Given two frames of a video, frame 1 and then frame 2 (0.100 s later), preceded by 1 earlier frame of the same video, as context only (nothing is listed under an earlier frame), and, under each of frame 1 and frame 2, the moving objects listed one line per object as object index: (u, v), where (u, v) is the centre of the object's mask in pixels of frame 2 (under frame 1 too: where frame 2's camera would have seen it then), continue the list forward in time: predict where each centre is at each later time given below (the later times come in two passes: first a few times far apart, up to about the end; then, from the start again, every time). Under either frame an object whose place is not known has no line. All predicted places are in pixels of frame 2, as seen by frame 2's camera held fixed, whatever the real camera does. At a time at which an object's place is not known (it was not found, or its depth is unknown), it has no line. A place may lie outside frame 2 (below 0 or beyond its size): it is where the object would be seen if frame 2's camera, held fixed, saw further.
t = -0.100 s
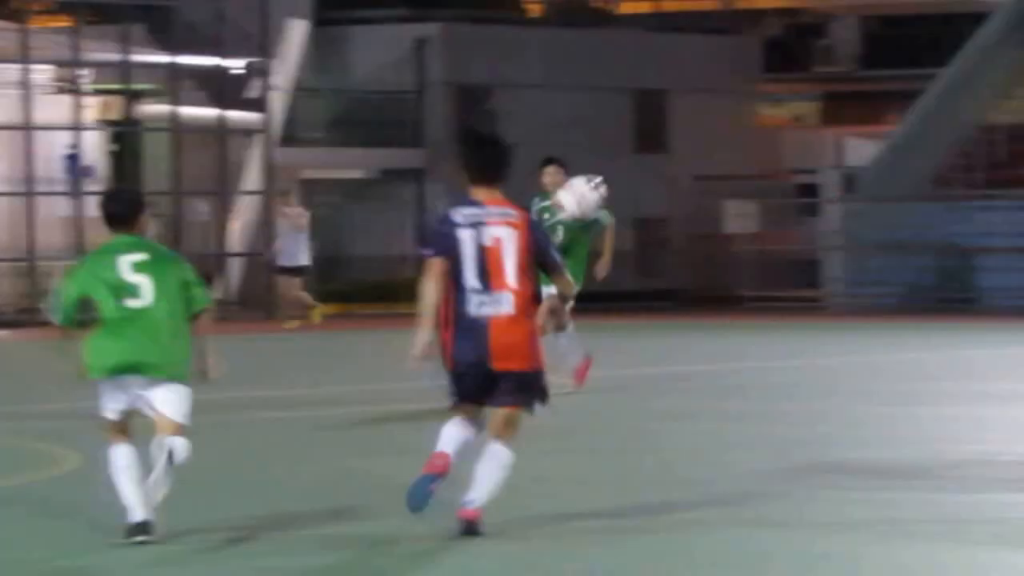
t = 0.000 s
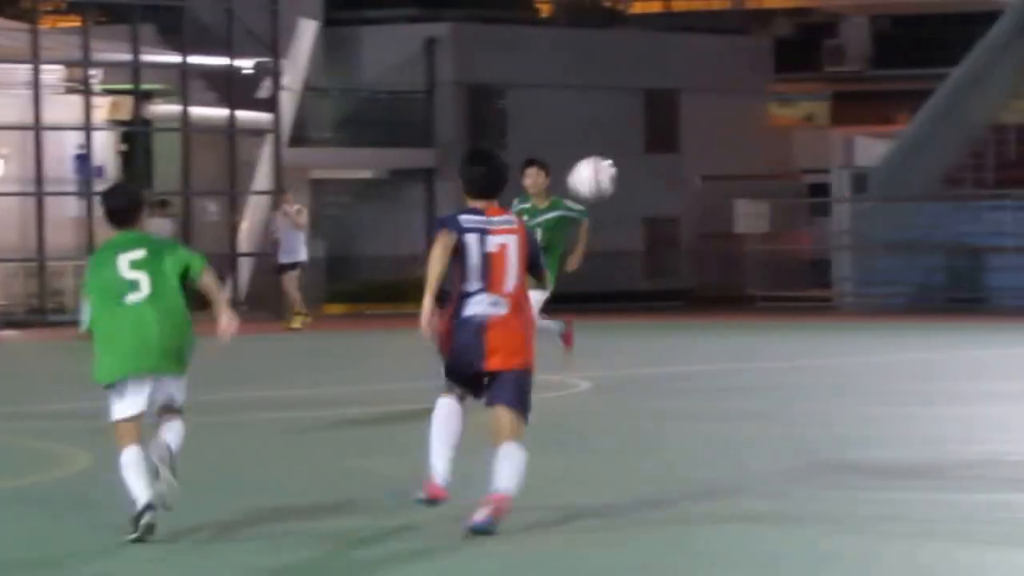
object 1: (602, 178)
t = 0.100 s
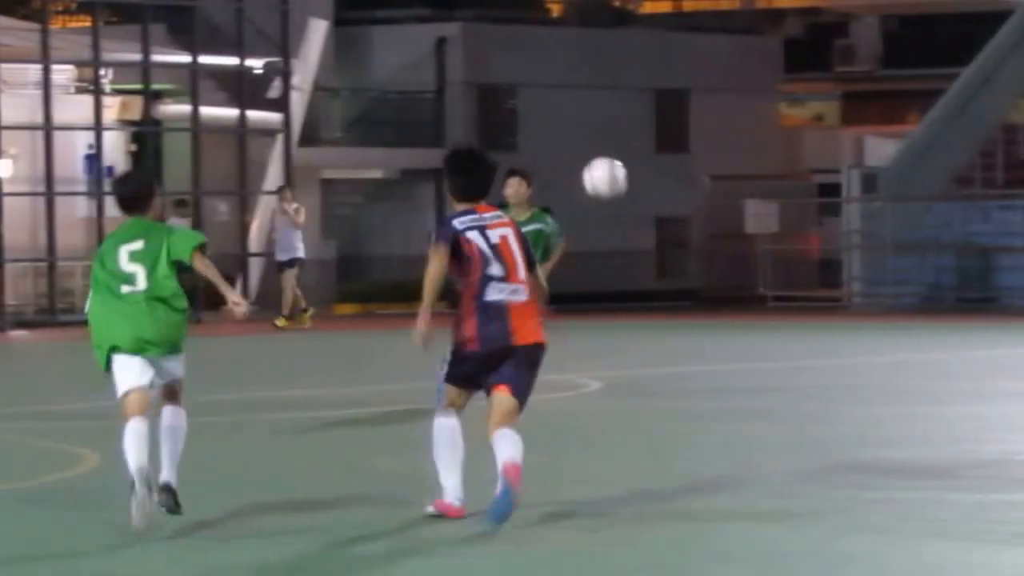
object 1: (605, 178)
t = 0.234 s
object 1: (609, 207)
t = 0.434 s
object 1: (614, 302)
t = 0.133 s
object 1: (606, 182)
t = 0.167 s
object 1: (607, 188)
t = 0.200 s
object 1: (608, 196)
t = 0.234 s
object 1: (609, 207)
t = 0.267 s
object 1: (610, 218)
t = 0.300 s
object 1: (611, 232)
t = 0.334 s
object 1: (611, 249)
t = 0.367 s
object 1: (612, 266)
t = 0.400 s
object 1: (613, 285)
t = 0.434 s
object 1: (614, 302)
